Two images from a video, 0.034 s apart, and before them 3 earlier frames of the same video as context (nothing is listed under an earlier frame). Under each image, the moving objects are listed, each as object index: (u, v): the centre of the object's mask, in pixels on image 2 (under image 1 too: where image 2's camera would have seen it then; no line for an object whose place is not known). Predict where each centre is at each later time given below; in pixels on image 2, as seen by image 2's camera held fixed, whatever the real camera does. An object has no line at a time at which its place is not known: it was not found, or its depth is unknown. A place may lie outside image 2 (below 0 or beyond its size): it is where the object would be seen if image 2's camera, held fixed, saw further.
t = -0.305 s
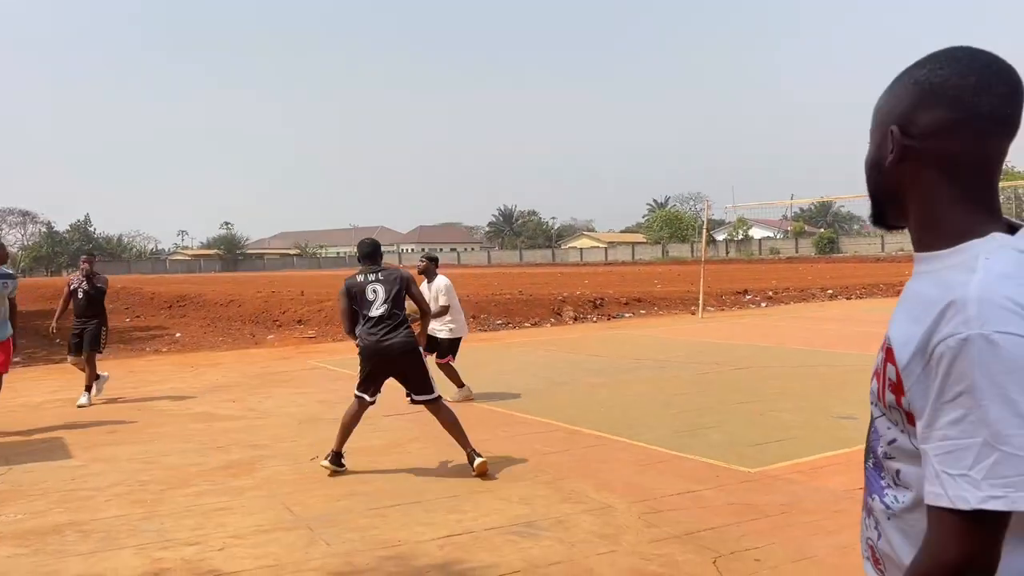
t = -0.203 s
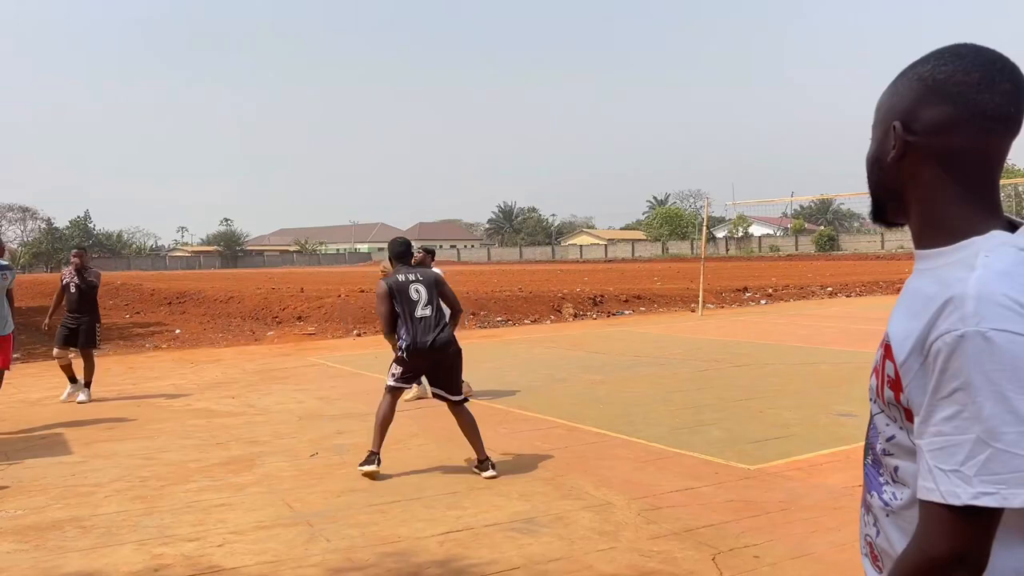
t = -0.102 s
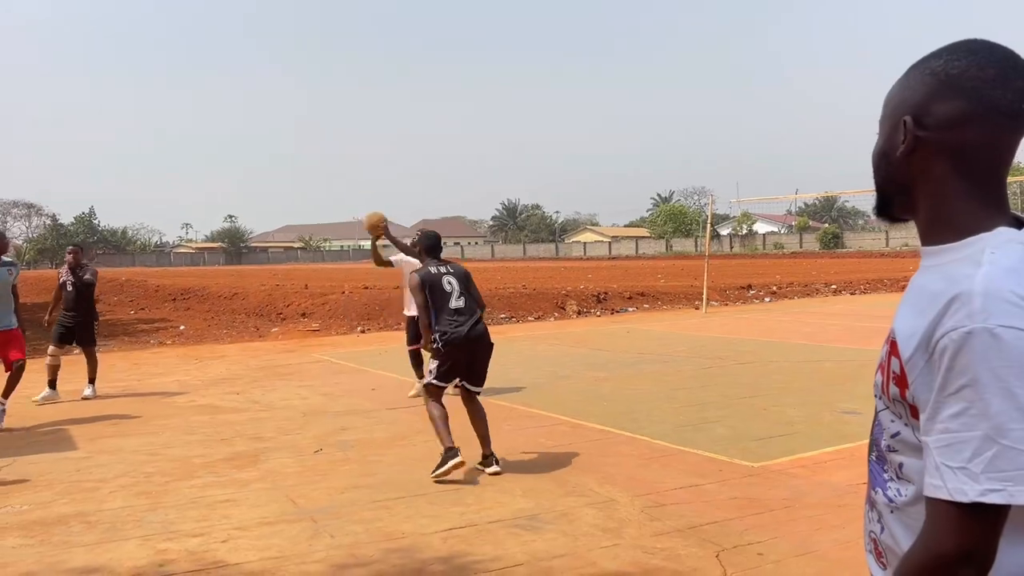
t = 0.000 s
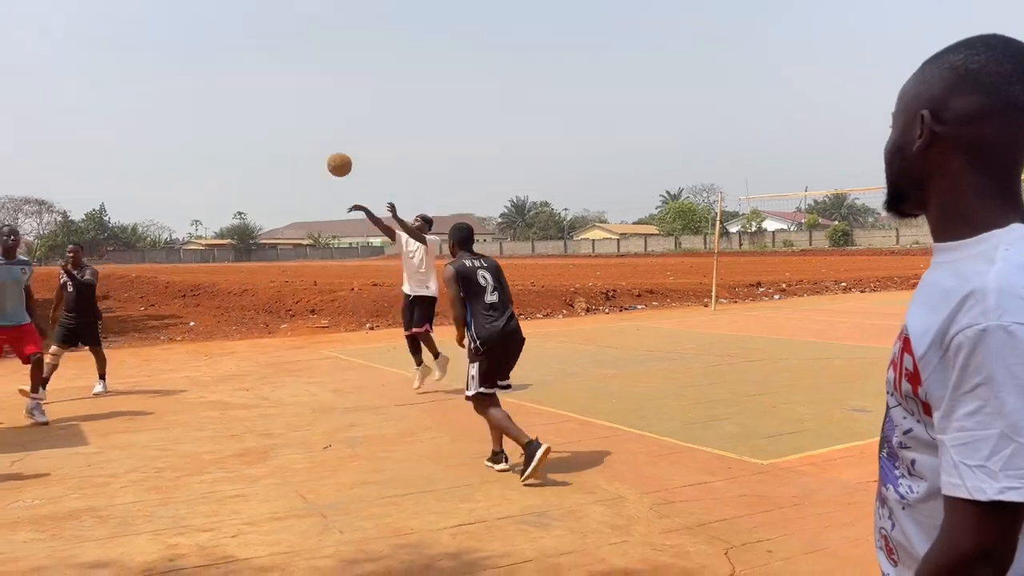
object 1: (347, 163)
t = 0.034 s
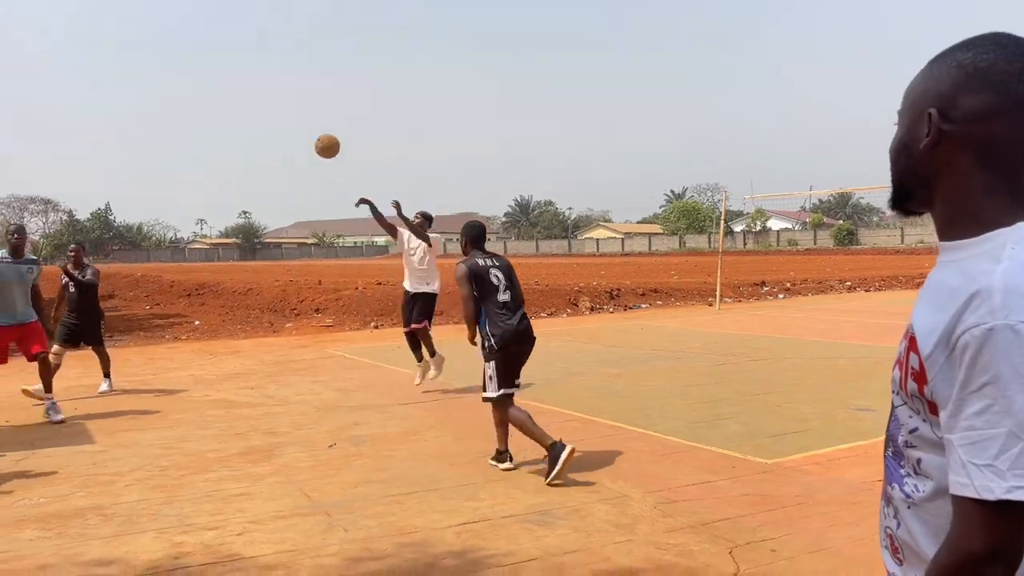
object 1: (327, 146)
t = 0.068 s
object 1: (306, 130)
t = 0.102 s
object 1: (283, 115)
